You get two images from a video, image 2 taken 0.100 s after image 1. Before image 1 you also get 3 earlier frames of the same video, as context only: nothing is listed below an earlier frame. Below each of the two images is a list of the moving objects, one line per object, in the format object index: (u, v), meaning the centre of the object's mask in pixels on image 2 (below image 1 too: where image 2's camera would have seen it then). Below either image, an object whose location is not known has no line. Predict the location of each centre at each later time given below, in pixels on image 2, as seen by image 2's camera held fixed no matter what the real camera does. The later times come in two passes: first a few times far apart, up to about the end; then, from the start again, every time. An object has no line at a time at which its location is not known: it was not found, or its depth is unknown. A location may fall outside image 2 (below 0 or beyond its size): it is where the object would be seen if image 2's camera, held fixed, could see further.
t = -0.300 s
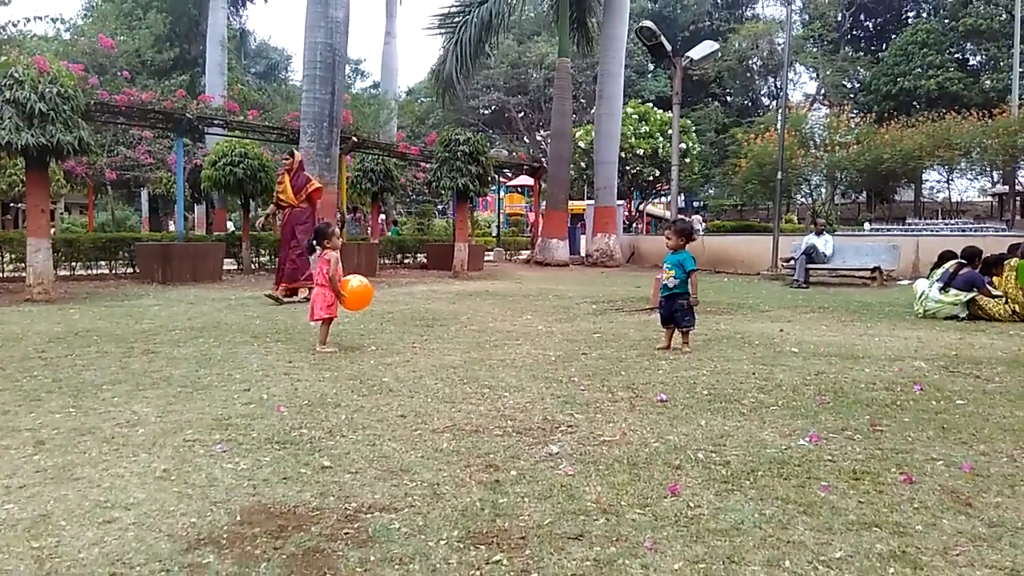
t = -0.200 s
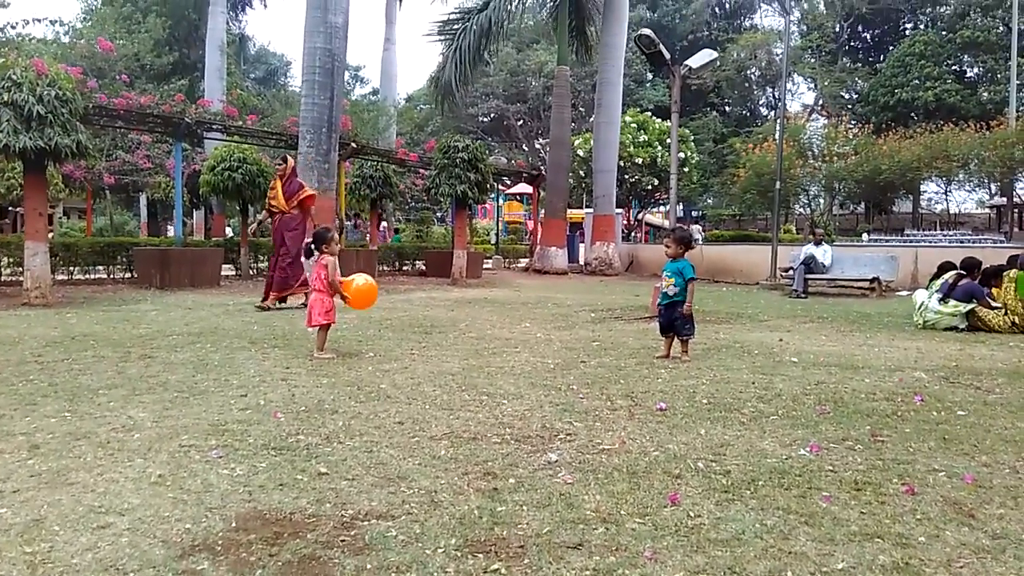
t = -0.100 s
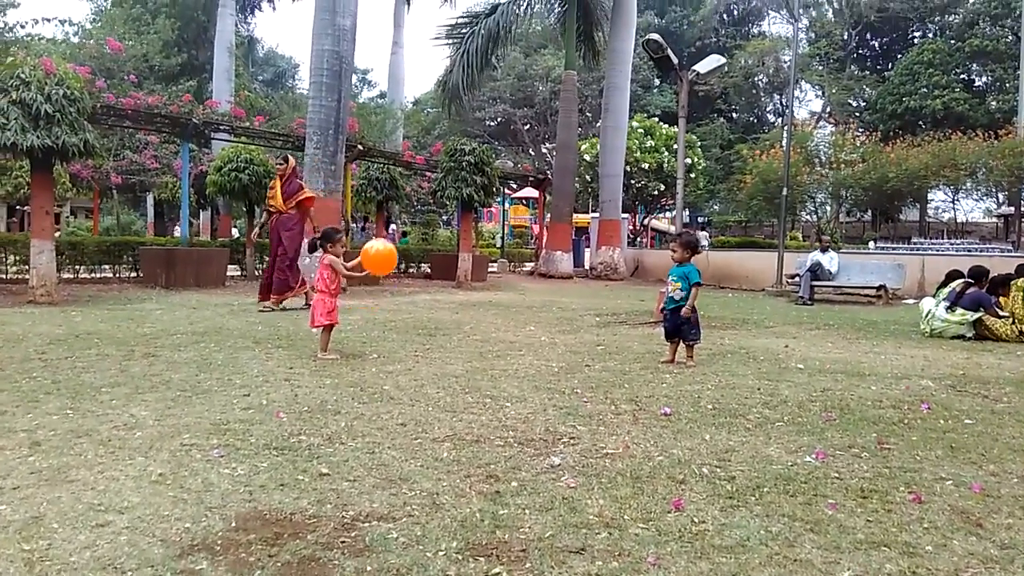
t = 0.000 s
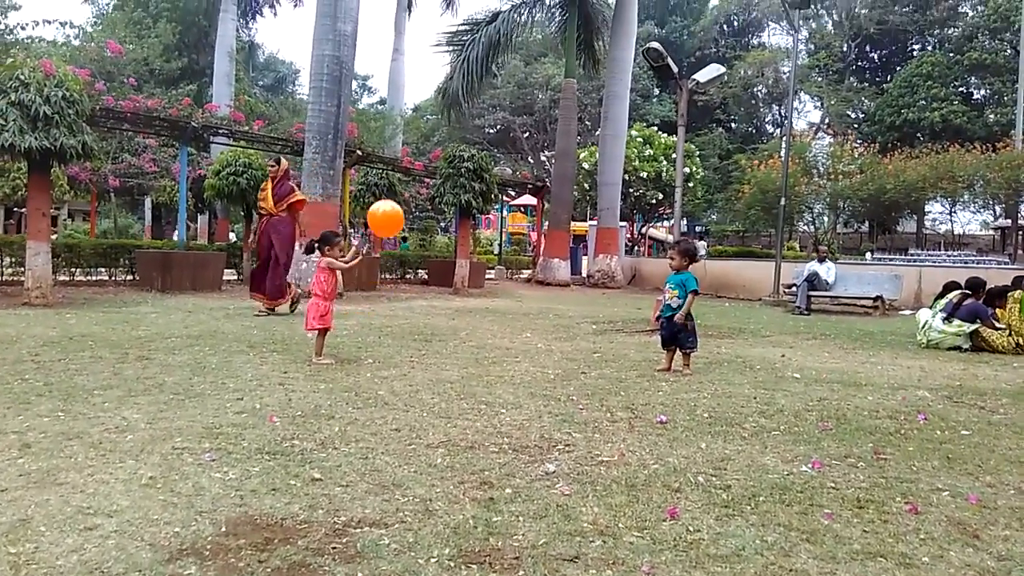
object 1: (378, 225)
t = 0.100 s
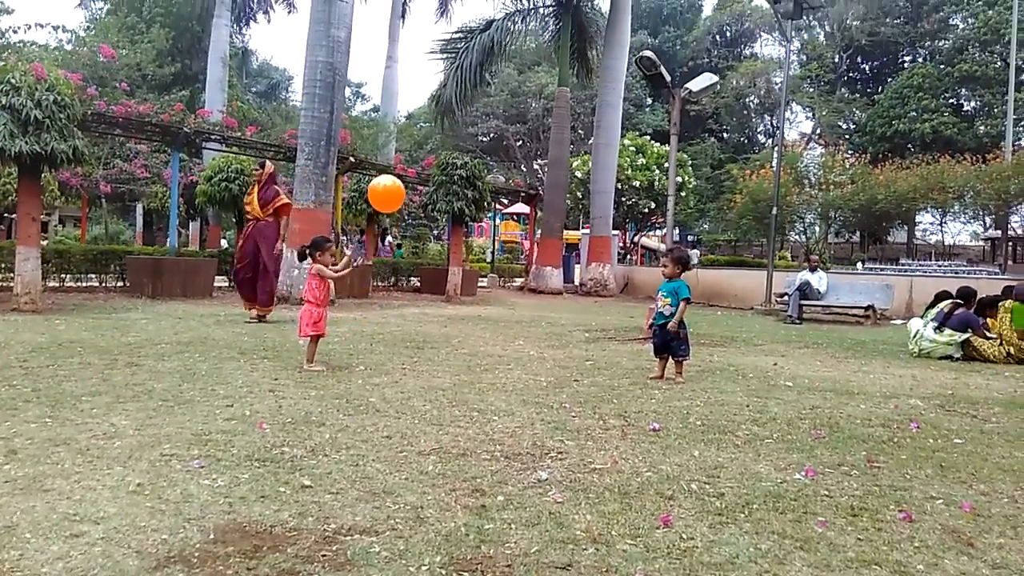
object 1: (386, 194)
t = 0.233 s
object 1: (396, 169)
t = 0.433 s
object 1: (408, 181)
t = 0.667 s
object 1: (418, 248)
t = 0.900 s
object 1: (429, 353)
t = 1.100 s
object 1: (430, 301)
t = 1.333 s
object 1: (430, 293)
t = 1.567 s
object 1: (428, 339)
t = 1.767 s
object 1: (421, 325)
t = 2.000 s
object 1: (412, 335)
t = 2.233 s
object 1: (400, 329)
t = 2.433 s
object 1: (389, 337)
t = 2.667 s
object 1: (381, 336)
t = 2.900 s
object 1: (374, 336)
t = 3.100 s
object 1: (369, 335)
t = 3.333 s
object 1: (361, 334)
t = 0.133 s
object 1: (391, 180)
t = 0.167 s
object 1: (393, 174)
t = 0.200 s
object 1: (395, 171)
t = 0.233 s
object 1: (396, 169)
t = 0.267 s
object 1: (399, 168)
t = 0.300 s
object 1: (401, 168)
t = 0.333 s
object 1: (402, 170)
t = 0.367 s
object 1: (404, 172)
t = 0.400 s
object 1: (406, 176)
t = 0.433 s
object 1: (408, 181)
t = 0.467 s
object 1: (409, 188)
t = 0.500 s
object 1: (410, 195)
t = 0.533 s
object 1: (412, 204)
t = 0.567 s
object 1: (413, 213)
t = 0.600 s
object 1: (415, 224)
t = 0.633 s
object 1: (416, 236)
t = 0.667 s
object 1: (418, 248)
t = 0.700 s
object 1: (419, 261)
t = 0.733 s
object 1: (421, 275)
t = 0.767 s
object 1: (422, 289)
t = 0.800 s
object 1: (424, 304)
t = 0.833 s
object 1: (425, 320)
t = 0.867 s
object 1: (427, 337)
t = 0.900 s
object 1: (429, 353)
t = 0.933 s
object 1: (429, 343)
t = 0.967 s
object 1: (429, 332)
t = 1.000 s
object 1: (430, 322)
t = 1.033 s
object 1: (430, 313)
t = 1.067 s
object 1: (430, 307)
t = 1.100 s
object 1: (430, 301)
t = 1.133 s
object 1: (430, 296)
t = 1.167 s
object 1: (430, 292)
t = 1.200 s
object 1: (430, 290)
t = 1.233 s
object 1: (430, 290)
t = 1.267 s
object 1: (430, 290)
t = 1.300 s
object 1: (430, 290)
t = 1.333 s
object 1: (430, 293)
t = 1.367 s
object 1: (430, 296)
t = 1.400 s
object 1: (430, 300)
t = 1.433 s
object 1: (429, 306)
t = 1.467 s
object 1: (429, 313)
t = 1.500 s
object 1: (429, 321)
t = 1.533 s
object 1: (428, 329)
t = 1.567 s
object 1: (428, 339)
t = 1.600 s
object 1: (427, 348)
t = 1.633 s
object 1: (426, 342)
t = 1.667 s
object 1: (425, 337)
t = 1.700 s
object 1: (424, 332)
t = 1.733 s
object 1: (422, 328)
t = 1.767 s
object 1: (421, 325)
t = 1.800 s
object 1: (420, 324)
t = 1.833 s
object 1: (419, 323)
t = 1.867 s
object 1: (418, 323)
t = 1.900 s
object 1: (417, 324)
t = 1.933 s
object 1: (415, 326)
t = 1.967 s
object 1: (413, 330)
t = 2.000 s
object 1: (412, 335)
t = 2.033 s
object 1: (411, 340)
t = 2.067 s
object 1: (409, 344)
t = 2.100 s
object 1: (407, 339)
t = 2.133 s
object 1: (405, 335)
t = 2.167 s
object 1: (404, 332)
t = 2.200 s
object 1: (402, 330)
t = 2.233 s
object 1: (400, 329)
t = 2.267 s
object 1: (398, 330)
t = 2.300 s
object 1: (396, 331)
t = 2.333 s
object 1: (395, 333)
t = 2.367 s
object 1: (393, 337)
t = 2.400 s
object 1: (391, 338)
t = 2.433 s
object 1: (389, 337)
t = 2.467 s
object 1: (388, 335)
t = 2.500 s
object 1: (386, 334)
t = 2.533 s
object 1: (385, 334)
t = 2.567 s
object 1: (383, 336)
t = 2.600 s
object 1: (382, 337)
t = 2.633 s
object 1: (382, 336)
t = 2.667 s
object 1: (381, 336)
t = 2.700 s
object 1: (380, 336)
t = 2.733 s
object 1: (379, 336)
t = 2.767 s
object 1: (378, 336)
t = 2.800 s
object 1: (378, 336)
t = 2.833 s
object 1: (376, 335)
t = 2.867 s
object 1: (375, 336)
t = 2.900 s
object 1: (374, 336)
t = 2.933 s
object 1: (374, 335)
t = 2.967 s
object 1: (373, 335)
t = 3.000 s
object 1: (372, 335)
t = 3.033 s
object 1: (371, 335)
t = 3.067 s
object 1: (370, 335)
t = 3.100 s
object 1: (369, 335)
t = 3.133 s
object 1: (368, 335)
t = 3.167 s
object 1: (367, 335)
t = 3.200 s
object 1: (366, 334)
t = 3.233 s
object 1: (365, 334)
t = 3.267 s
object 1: (364, 334)
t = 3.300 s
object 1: (363, 334)
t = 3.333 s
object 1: (361, 334)
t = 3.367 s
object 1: (360, 334)
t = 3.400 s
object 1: (359, 333)
